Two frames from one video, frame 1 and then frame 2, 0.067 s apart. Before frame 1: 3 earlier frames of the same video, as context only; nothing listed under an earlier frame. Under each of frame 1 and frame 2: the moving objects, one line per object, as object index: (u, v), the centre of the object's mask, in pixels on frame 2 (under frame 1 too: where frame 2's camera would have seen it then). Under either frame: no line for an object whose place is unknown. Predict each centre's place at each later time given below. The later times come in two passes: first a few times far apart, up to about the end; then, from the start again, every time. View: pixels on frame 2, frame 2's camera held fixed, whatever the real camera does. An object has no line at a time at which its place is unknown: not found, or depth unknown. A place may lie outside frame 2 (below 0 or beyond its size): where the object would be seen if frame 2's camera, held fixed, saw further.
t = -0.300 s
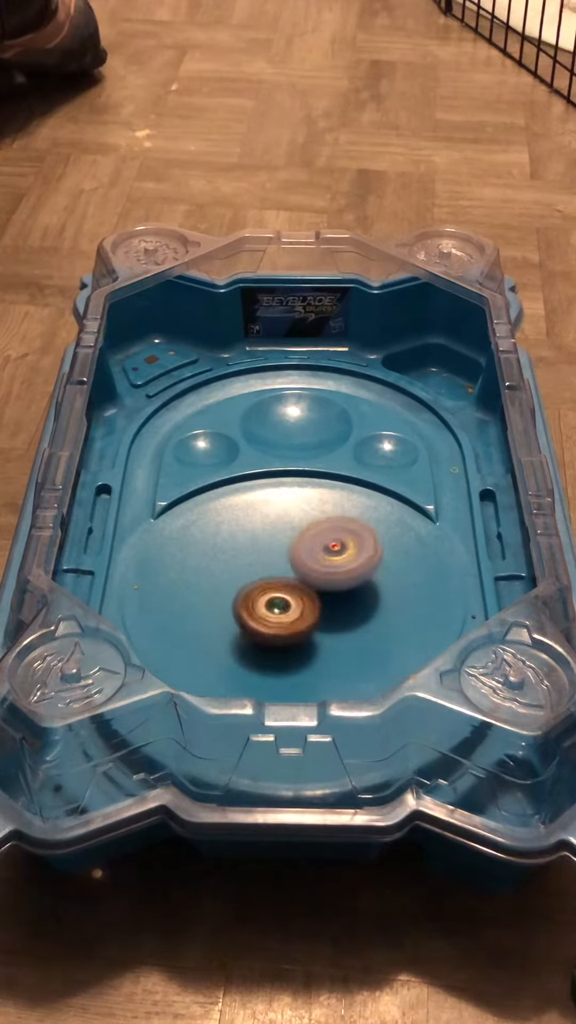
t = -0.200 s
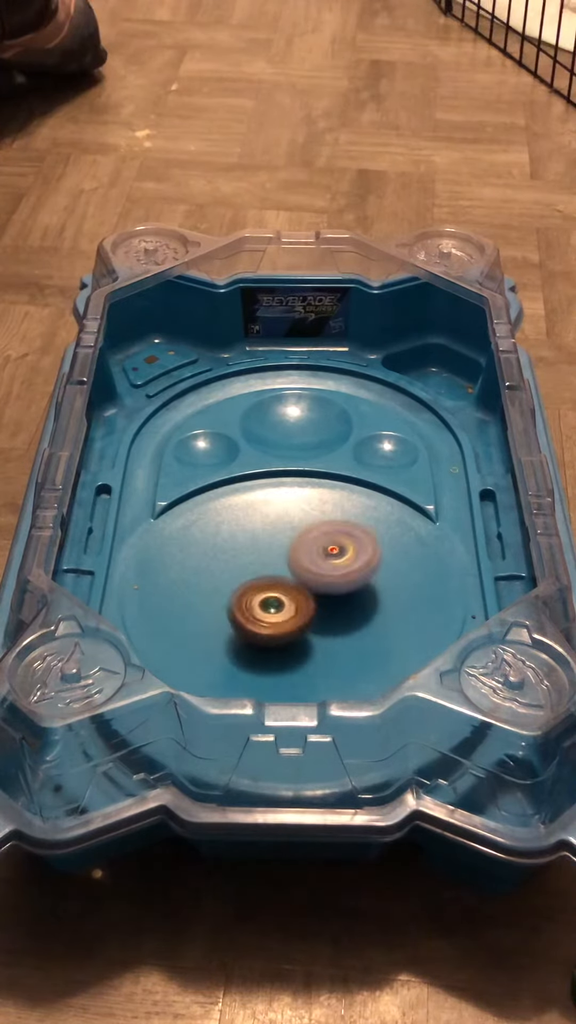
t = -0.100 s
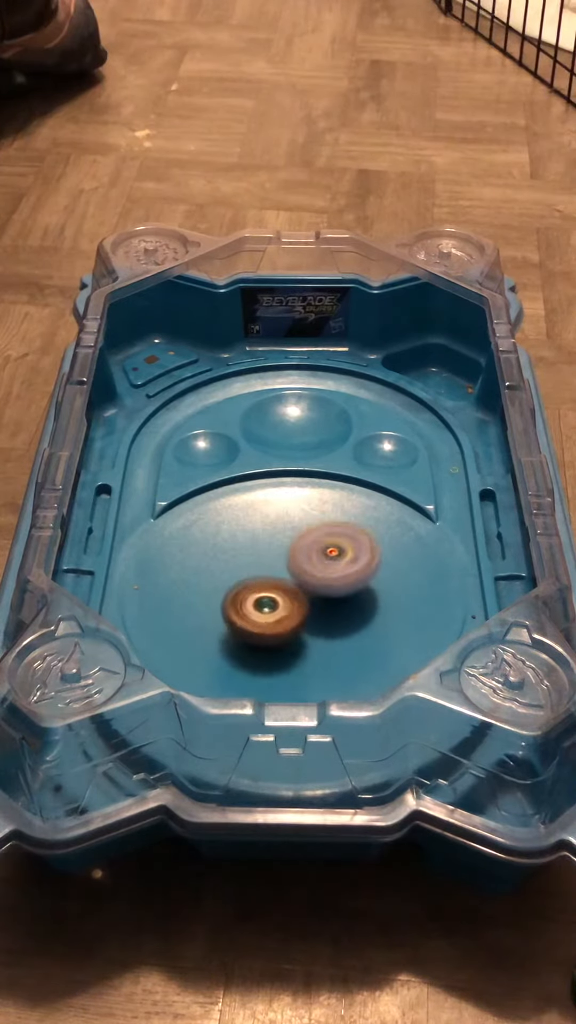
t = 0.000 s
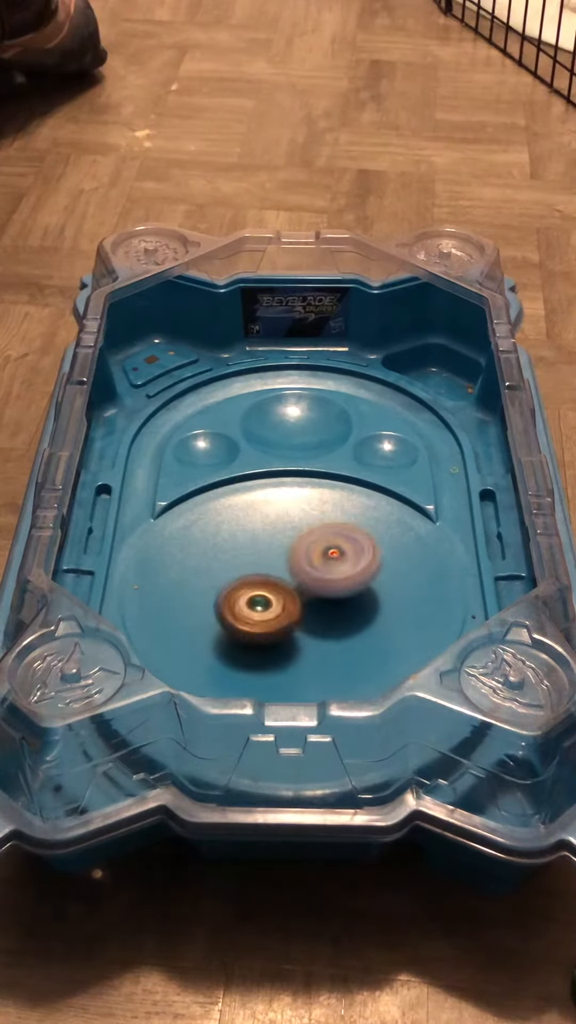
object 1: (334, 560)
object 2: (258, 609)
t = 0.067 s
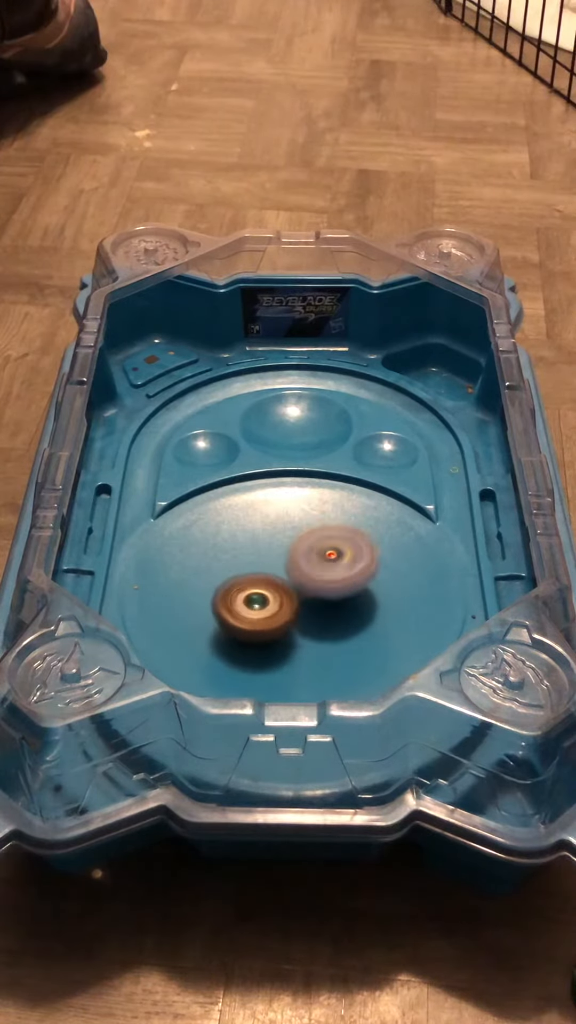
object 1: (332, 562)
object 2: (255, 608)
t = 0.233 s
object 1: (332, 566)
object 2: (246, 602)
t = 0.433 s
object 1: (332, 568)
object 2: (240, 595)
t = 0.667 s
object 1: (330, 569)
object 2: (238, 588)
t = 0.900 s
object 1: (329, 568)
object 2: (237, 580)
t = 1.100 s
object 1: (335, 564)
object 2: (241, 575)
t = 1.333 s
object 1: (335, 563)
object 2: (242, 573)
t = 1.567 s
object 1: (341, 564)
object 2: (241, 570)
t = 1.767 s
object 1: (336, 569)
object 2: (243, 569)
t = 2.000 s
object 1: (336, 579)
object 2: (246, 568)
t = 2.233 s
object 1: (332, 590)
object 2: (250, 565)
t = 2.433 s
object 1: (328, 594)
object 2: (252, 563)
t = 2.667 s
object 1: (322, 596)
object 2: (253, 557)
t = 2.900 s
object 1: (321, 593)
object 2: (250, 554)
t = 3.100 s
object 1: (322, 593)
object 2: (250, 553)
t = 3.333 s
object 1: (326, 588)
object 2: (256, 552)
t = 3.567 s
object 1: (333, 598)
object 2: (254, 549)
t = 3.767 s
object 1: (329, 600)
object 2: (259, 550)
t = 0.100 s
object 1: (332, 562)
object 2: (253, 606)
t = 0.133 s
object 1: (333, 564)
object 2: (250, 605)
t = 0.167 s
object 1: (333, 564)
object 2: (248, 604)
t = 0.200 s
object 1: (332, 566)
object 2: (248, 603)
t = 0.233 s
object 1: (332, 566)
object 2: (246, 602)
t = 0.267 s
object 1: (332, 567)
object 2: (245, 601)
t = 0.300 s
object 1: (331, 567)
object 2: (244, 600)
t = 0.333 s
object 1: (332, 568)
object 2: (242, 598)
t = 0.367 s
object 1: (331, 568)
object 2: (241, 597)
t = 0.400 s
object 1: (333, 569)
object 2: (240, 596)
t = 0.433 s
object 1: (332, 568)
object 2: (240, 595)
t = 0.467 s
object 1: (332, 568)
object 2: (240, 594)
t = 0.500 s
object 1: (332, 569)
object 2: (239, 593)
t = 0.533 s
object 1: (331, 568)
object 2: (239, 592)
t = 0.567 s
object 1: (331, 568)
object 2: (239, 591)
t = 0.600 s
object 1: (330, 569)
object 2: (239, 590)
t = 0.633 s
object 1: (330, 569)
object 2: (239, 590)
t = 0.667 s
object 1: (330, 569)
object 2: (238, 588)
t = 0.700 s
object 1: (330, 569)
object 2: (237, 586)
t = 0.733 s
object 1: (329, 569)
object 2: (236, 585)
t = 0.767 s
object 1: (330, 569)
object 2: (236, 584)
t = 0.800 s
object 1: (329, 569)
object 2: (236, 583)
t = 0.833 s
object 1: (330, 568)
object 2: (236, 582)
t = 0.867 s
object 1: (330, 568)
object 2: (237, 581)
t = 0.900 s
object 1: (329, 568)
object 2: (237, 580)
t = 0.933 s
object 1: (333, 568)
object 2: (237, 579)
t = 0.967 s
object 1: (333, 567)
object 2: (238, 579)
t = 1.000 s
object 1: (335, 566)
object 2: (239, 577)
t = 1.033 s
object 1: (335, 566)
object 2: (239, 576)
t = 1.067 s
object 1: (335, 565)
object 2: (240, 576)
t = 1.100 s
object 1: (335, 564)
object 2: (241, 575)
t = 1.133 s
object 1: (335, 564)
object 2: (241, 573)
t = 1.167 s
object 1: (335, 564)
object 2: (242, 573)
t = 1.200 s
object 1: (336, 563)
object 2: (243, 573)
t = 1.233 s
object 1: (336, 563)
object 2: (242, 573)
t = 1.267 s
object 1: (335, 563)
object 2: (242, 573)
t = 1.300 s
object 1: (336, 562)
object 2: (243, 573)
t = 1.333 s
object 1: (335, 563)
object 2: (242, 573)
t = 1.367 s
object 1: (335, 563)
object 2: (242, 573)
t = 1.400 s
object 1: (335, 564)
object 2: (242, 573)
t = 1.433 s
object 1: (336, 564)
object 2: (242, 572)
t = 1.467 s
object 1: (338, 565)
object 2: (241, 572)
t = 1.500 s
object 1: (340, 564)
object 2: (241, 571)
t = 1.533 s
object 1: (341, 564)
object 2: (240, 571)
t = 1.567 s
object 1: (341, 564)
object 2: (241, 570)
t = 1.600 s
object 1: (341, 564)
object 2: (241, 570)
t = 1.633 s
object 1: (341, 564)
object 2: (241, 569)
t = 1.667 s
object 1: (340, 564)
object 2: (241, 570)
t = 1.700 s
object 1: (339, 565)
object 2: (243, 569)
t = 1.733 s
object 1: (336, 566)
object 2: (244, 569)
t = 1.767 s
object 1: (336, 569)
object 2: (243, 569)
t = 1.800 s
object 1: (335, 570)
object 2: (243, 569)
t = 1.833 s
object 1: (336, 571)
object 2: (244, 569)
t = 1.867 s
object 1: (336, 573)
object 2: (245, 569)
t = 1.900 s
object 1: (336, 574)
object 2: (245, 568)
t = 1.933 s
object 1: (337, 576)
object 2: (245, 568)
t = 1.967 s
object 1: (336, 577)
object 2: (245, 568)
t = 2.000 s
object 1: (336, 579)
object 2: (246, 568)
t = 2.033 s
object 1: (335, 581)
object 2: (247, 567)
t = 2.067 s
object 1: (335, 582)
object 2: (247, 567)
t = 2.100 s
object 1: (334, 584)
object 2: (248, 566)
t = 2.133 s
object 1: (333, 586)
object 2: (248, 566)
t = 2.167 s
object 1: (333, 587)
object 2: (249, 566)
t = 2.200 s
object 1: (332, 589)
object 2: (249, 566)
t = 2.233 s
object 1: (332, 590)
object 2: (250, 565)
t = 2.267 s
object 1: (331, 591)
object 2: (250, 565)
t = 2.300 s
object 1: (330, 592)
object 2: (251, 564)
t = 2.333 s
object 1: (330, 592)
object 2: (251, 564)
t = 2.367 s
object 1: (328, 593)
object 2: (252, 563)
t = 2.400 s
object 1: (328, 593)
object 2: (252, 563)
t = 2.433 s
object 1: (328, 594)
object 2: (252, 563)
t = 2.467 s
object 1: (328, 594)
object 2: (252, 562)
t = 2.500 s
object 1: (327, 597)
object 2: (252, 561)
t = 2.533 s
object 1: (326, 596)
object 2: (253, 560)
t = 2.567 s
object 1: (327, 597)
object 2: (252, 560)
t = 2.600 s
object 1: (325, 597)
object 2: (252, 559)
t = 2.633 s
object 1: (324, 596)
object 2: (253, 559)
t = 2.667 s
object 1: (322, 596)
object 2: (253, 557)
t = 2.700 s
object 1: (320, 595)
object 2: (251, 558)
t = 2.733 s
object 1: (320, 595)
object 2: (249, 557)
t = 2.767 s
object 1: (318, 594)
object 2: (250, 556)
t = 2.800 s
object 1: (320, 594)
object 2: (249, 555)
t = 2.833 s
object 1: (320, 594)
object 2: (250, 555)
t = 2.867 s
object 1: (321, 593)
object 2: (250, 554)
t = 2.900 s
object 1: (321, 593)
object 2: (250, 554)
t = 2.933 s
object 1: (319, 591)
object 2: (251, 553)
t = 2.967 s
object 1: (319, 591)
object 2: (250, 553)
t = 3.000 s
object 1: (318, 592)
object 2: (250, 553)
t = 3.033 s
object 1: (318, 592)
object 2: (251, 553)
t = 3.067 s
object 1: (321, 593)
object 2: (250, 553)
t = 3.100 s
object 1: (322, 593)
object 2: (250, 553)
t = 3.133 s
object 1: (324, 592)
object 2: (251, 552)
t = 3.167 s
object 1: (326, 592)
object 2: (251, 551)
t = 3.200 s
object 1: (326, 592)
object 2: (252, 551)
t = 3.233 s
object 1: (326, 591)
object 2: (253, 551)
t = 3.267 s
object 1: (327, 591)
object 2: (253, 551)
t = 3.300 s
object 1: (326, 590)
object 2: (255, 552)
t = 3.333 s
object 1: (326, 588)
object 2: (256, 552)
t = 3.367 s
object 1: (325, 589)
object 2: (255, 552)
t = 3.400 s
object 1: (323, 590)
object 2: (255, 552)
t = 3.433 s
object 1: (324, 591)
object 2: (254, 552)
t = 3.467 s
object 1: (328, 596)
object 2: (253, 550)
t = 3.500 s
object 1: (330, 598)
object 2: (253, 550)
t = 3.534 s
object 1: (332, 597)
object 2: (253, 549)
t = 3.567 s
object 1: (333, 598)
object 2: (254, 549)
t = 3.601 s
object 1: (333, 600)
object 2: (253, 549)
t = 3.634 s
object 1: (333, 600)
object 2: (255, 548)
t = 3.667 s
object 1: (335, 602)
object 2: (255, 548)
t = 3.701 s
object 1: (333, 601)
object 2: (256, 549)
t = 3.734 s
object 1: (332, 601)
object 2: (257, 549)
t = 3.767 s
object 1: (329, 600)
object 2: (259, 550)
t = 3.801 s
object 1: (327, 601)
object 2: (260, 550)
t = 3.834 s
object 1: (325, 599)
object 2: (262, 550)
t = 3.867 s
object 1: (322, 597)
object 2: (264, 550)
